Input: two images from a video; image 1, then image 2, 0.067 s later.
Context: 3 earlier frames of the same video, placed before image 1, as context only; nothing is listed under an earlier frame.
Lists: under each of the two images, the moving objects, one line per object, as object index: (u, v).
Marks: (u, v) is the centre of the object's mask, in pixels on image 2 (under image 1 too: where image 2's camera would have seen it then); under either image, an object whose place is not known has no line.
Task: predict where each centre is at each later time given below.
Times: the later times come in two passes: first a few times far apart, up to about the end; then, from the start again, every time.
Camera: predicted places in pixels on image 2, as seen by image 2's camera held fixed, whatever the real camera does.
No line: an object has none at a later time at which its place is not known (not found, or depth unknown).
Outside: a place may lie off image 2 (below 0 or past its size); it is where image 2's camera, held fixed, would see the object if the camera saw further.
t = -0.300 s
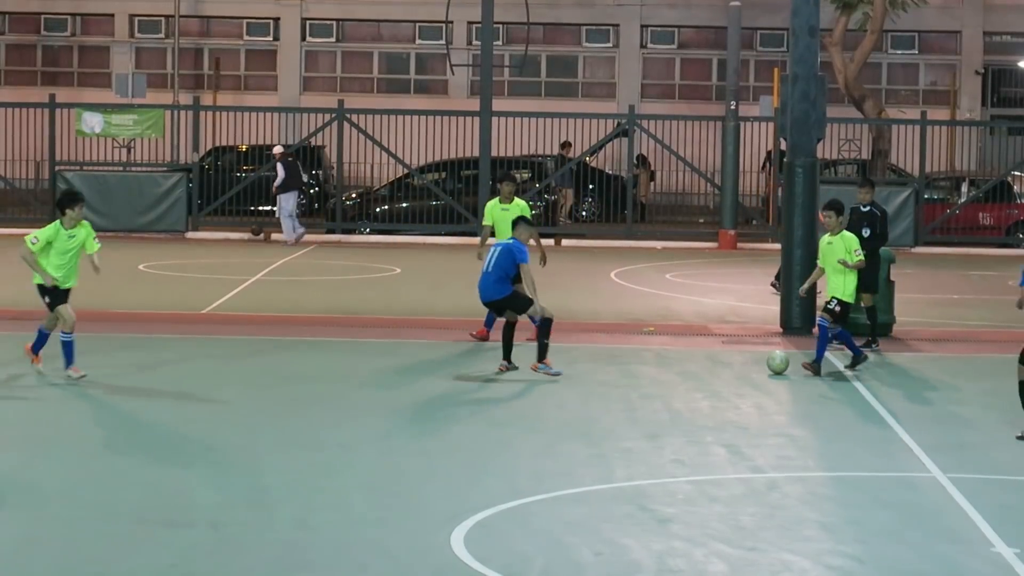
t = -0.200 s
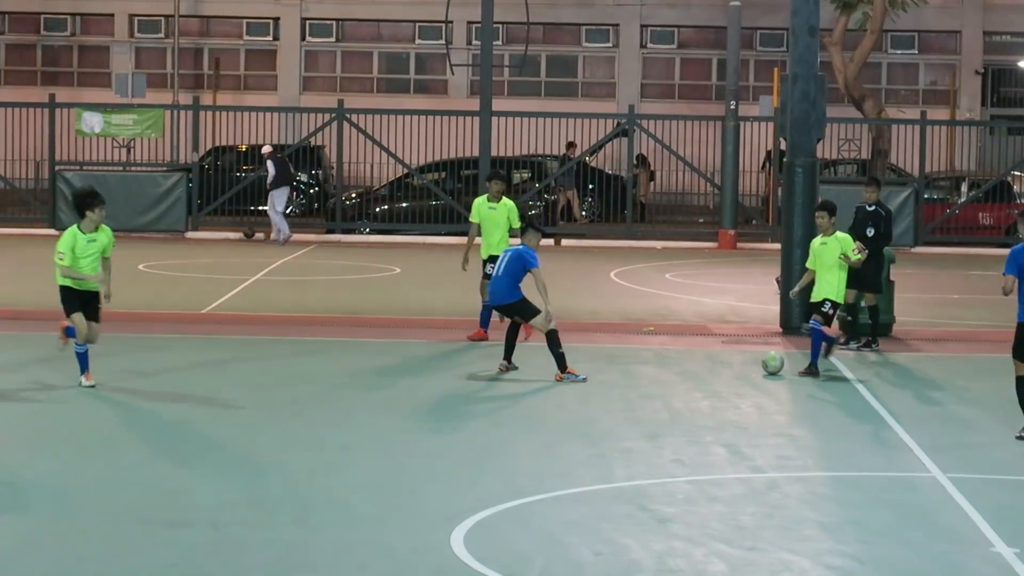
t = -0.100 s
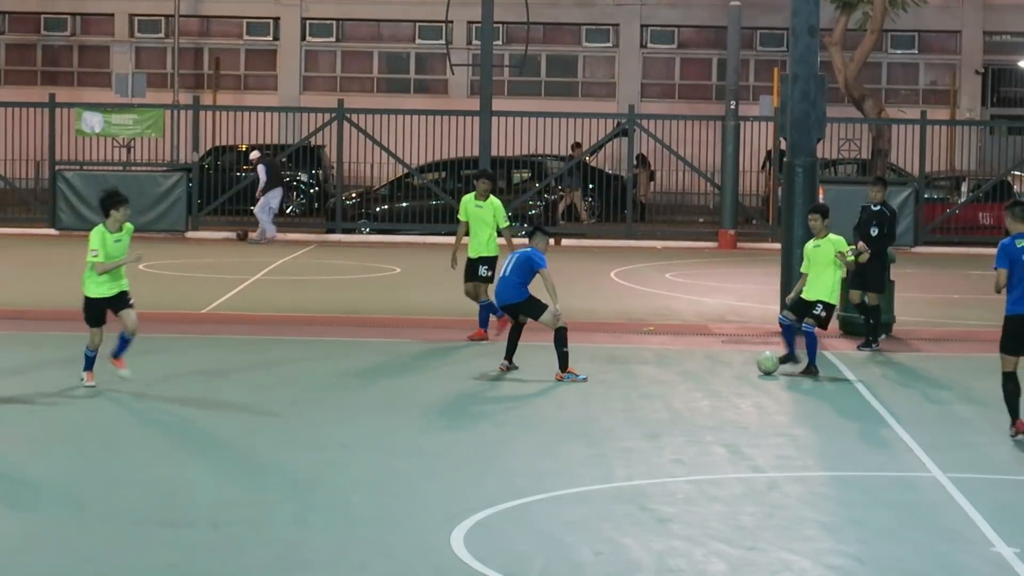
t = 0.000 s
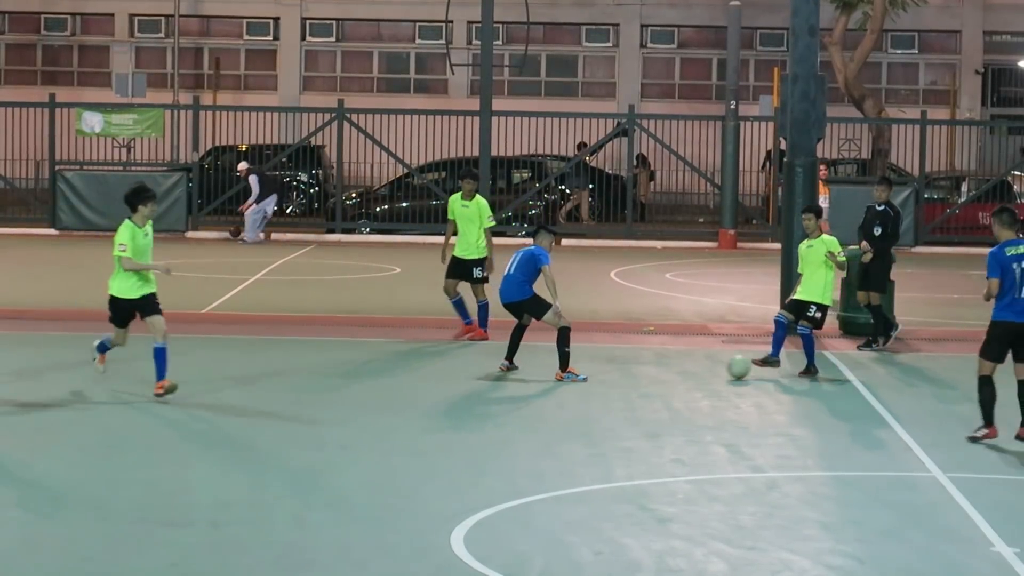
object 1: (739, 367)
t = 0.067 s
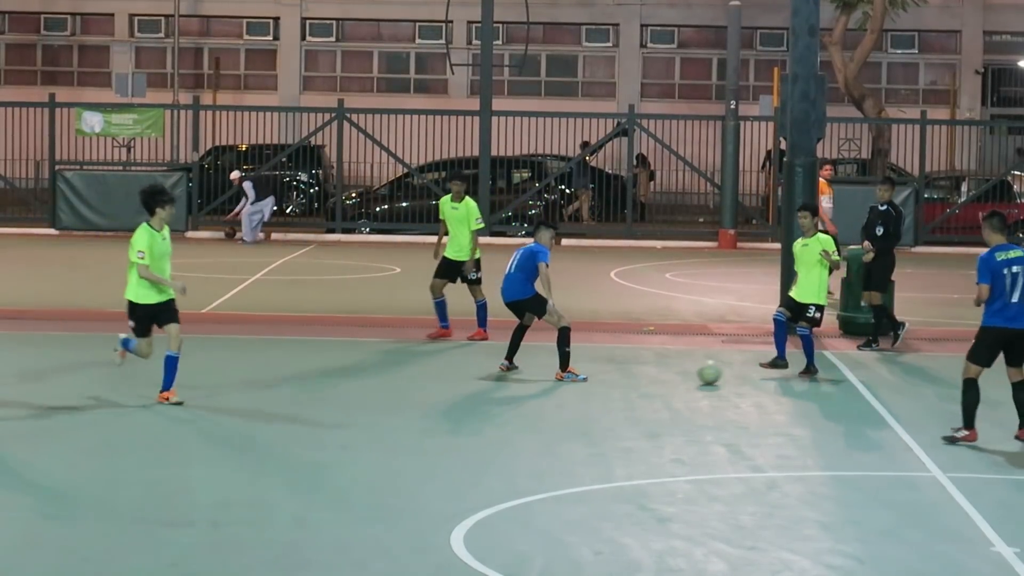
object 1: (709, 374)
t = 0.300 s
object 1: (612, 390)
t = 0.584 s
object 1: (504, 407)
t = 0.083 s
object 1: (702, 374)
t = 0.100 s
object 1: (696, 375)
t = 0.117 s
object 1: (688, 377)
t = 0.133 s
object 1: (681, 378)
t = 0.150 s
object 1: (674, 379)
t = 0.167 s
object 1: (667, 380)
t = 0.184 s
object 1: (660, 382)
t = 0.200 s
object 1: (653, 383)
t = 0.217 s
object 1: (646, 384)
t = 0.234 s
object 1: (639, 385)
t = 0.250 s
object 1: (633, 386)
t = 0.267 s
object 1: (625, 388)
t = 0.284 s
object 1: (618, 389)
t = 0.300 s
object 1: (612, 390)
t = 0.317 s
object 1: (605, 391)
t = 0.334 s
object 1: (599, 392)
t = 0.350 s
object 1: (592, 393)
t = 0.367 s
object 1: (586, 394)
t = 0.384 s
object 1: (579, 395)
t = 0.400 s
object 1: (573, 397)
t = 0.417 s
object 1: (566, 397)
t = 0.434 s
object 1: (560, 398)
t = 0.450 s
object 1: (554, 398)
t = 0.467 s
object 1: (547, 400)
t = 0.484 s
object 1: (541, 402)
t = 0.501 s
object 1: (535, 403)
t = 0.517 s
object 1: (529, 403)
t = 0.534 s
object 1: (523, 404)
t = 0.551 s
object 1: (516, 404)
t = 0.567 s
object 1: (510, 406)
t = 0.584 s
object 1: (504, 407)
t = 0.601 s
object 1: (497, 409)
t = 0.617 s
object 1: (491, 409)
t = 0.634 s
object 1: (485, 410)
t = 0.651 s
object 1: (479, 410)
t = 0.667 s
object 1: (473, 411)
